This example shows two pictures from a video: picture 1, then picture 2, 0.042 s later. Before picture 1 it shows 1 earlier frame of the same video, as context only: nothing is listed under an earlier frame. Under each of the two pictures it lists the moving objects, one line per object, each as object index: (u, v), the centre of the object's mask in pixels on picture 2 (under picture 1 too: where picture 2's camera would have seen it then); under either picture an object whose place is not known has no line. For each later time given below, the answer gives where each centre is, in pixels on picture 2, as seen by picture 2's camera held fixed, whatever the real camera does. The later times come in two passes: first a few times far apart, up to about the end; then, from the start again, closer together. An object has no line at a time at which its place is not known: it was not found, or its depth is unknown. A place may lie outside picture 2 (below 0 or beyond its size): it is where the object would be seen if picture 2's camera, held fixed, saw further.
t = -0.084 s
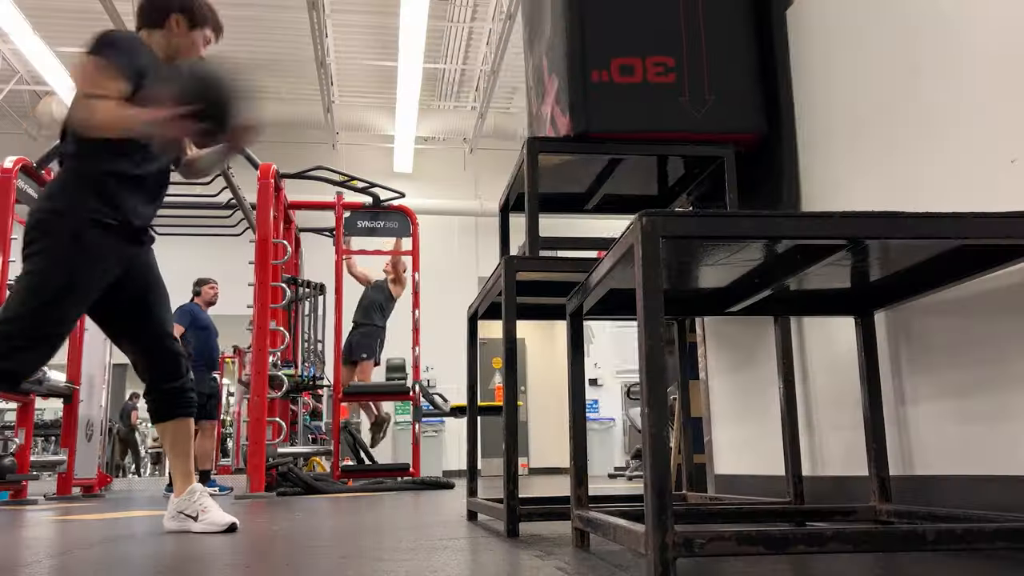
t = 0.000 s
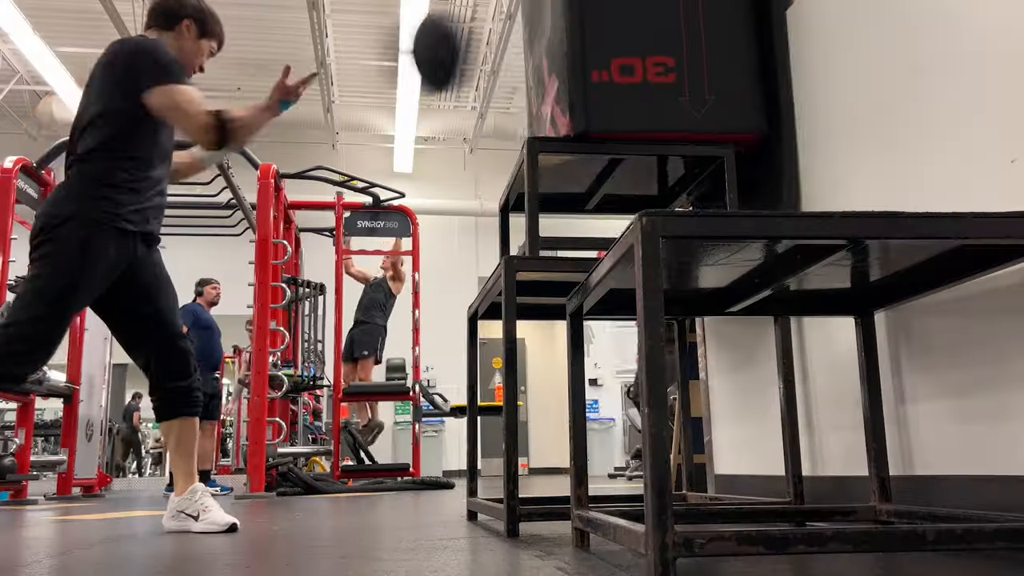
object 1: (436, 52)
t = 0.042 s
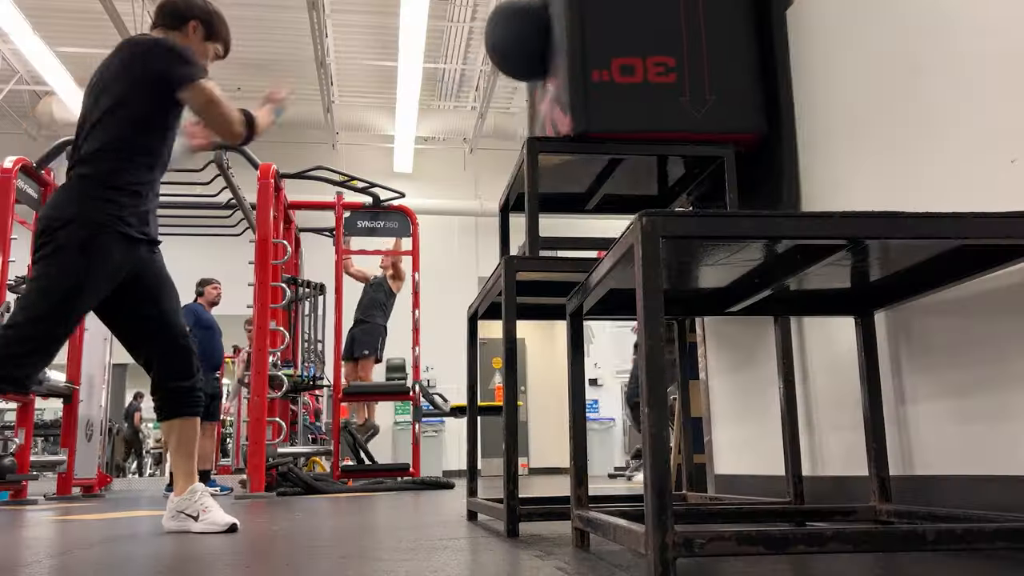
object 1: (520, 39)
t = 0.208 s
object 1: (482, 50)
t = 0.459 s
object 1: (429, 212)
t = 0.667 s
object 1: (373, 494)
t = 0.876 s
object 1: (338, 487)
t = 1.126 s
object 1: (321, 487)
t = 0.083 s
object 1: (514, 38)
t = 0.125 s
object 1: (503, 37)
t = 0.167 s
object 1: (492, 40)
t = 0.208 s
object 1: (482, 50)
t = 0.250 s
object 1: (473, 64)
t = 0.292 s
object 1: (465, 84)
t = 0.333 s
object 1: (456, 108)
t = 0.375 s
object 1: (447, 138)
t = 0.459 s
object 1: (429, 212)
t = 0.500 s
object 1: (420, 259)
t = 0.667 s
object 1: (373, 494)
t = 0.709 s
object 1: (363, 485)
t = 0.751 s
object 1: (357, 480)
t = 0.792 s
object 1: (349, 481)
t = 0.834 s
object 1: (343, 487)
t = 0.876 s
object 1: (338, 487)
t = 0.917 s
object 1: (335, 486)
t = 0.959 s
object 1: (331, 487)
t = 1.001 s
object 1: (328, 487)
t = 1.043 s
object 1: (325, 487)
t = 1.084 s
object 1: (323, 487)
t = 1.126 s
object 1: (321, 487)
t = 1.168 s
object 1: (320, 487)
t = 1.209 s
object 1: (320, 488)
